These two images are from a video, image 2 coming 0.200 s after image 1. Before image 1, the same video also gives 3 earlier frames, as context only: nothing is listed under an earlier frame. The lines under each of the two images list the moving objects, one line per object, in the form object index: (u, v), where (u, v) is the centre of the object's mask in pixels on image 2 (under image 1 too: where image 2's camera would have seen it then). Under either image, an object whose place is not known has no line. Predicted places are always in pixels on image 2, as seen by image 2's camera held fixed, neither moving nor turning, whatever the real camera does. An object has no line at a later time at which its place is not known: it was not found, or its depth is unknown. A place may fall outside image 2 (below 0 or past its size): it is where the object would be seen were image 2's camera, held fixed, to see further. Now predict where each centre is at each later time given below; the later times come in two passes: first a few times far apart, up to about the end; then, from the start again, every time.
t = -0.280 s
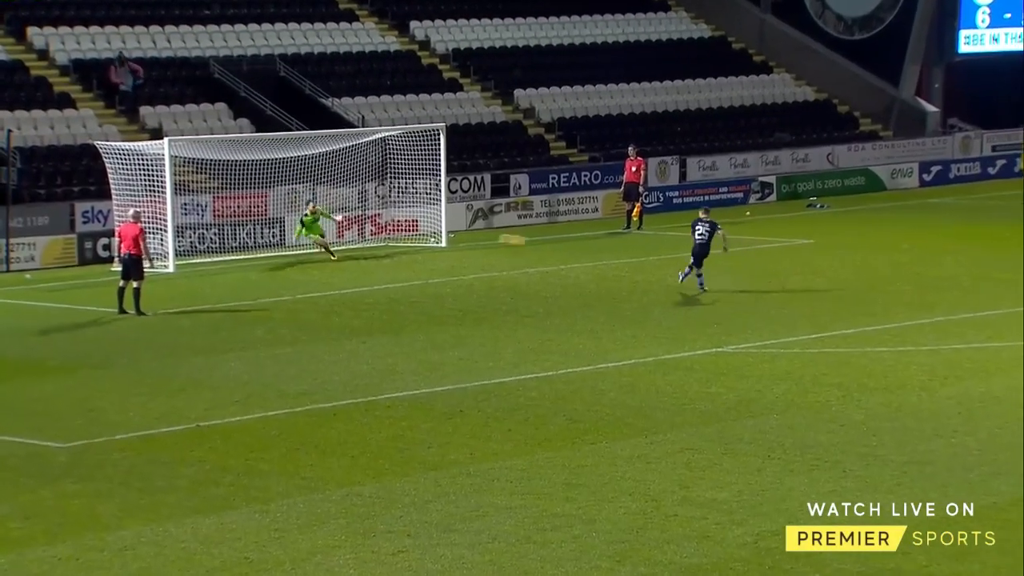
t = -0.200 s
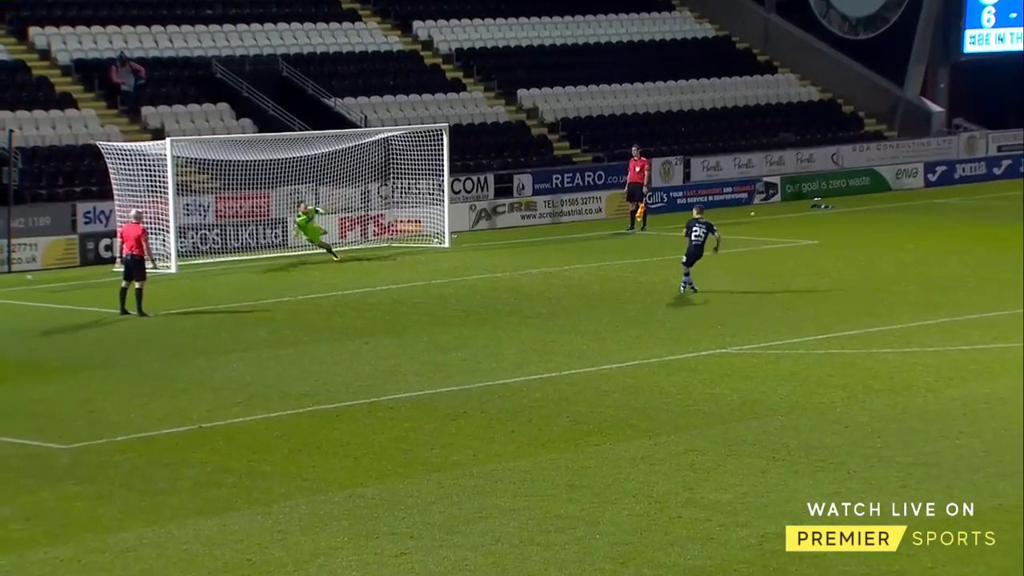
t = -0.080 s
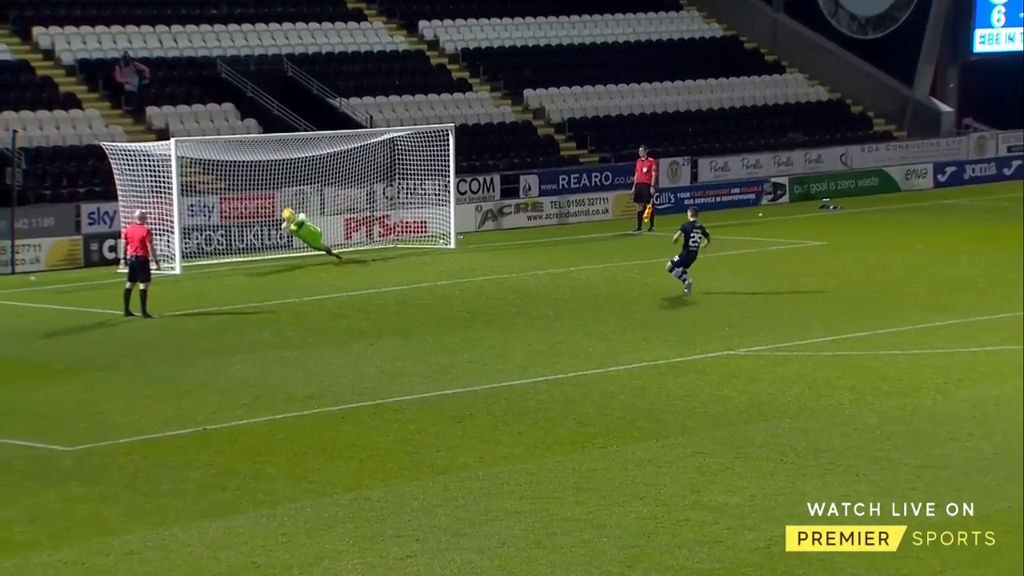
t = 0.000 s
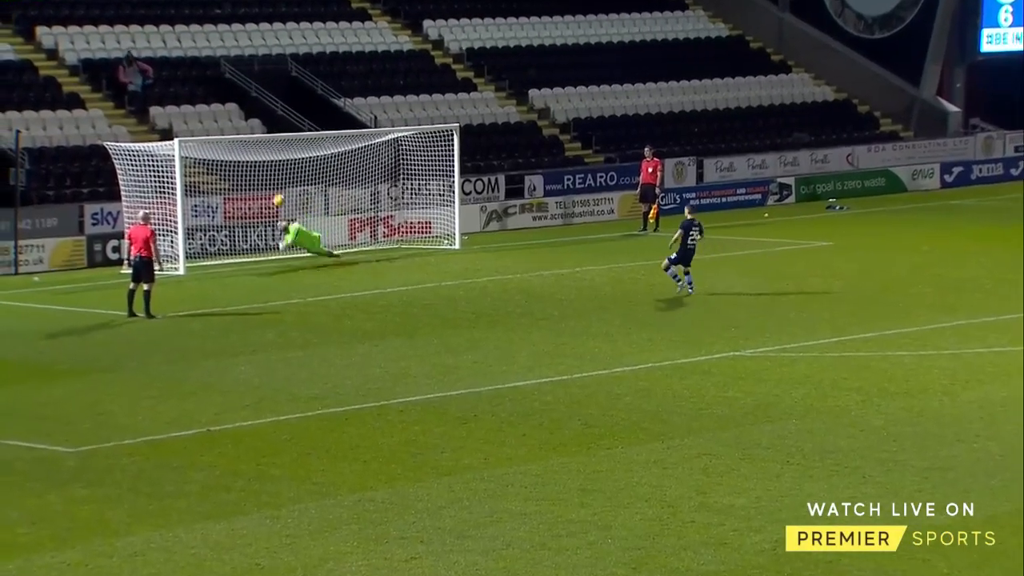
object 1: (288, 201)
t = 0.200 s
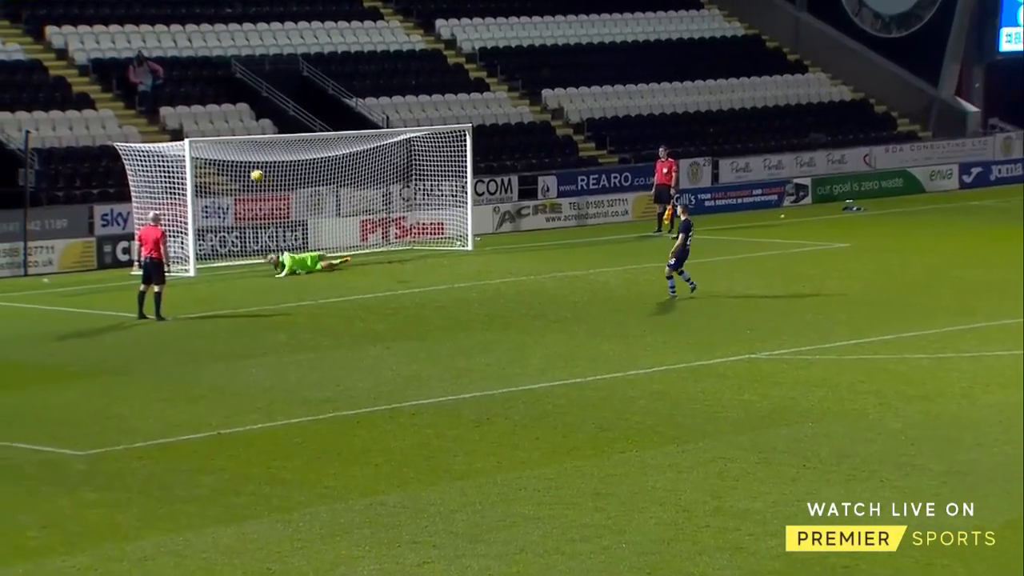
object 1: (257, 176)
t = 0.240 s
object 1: (250, 173)
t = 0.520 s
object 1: (207, 167)
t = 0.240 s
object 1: (250, 173)
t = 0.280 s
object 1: (244, 170)
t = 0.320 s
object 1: (237, 168)
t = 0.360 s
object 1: (231, 166)
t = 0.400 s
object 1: (225, 165)
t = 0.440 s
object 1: (220, 166)
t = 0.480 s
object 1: (213, 166)
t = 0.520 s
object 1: (207, 167)
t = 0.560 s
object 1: (203, 170)
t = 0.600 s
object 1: (198, 173)
